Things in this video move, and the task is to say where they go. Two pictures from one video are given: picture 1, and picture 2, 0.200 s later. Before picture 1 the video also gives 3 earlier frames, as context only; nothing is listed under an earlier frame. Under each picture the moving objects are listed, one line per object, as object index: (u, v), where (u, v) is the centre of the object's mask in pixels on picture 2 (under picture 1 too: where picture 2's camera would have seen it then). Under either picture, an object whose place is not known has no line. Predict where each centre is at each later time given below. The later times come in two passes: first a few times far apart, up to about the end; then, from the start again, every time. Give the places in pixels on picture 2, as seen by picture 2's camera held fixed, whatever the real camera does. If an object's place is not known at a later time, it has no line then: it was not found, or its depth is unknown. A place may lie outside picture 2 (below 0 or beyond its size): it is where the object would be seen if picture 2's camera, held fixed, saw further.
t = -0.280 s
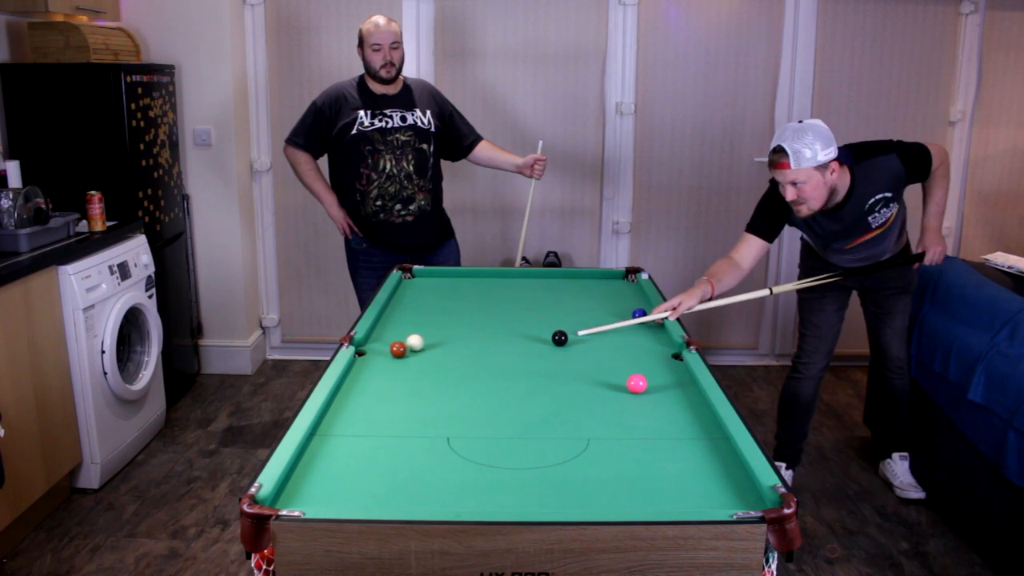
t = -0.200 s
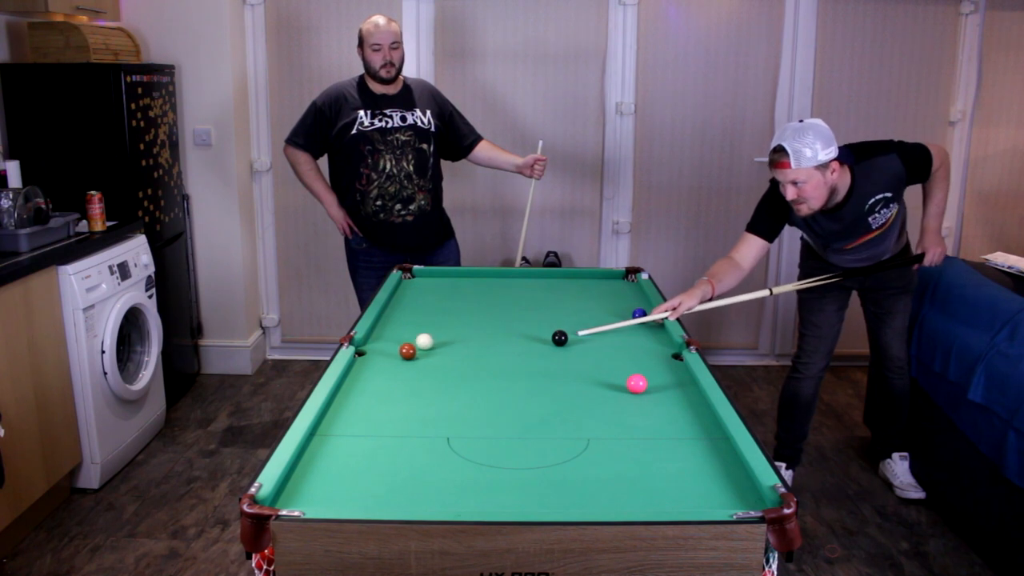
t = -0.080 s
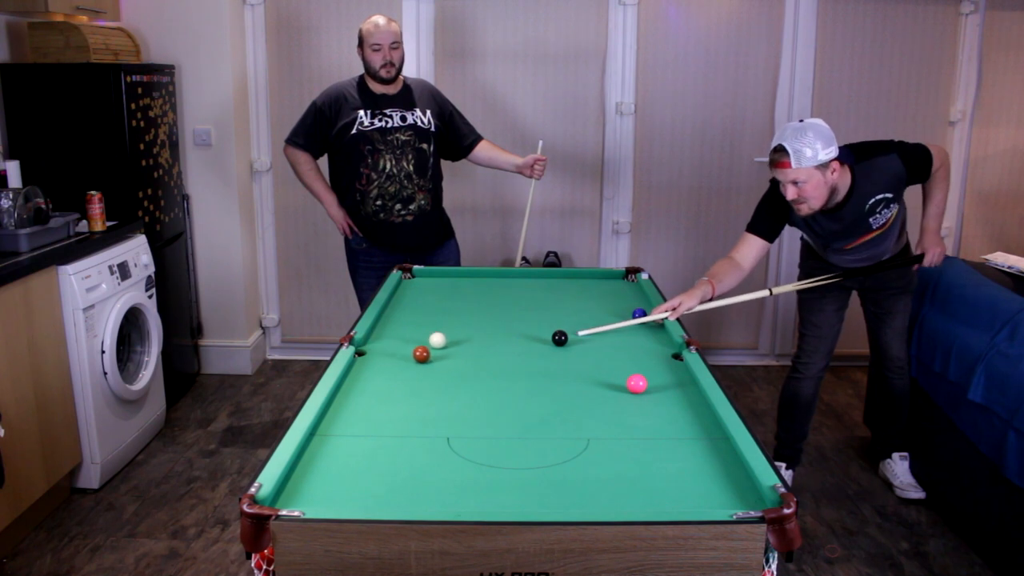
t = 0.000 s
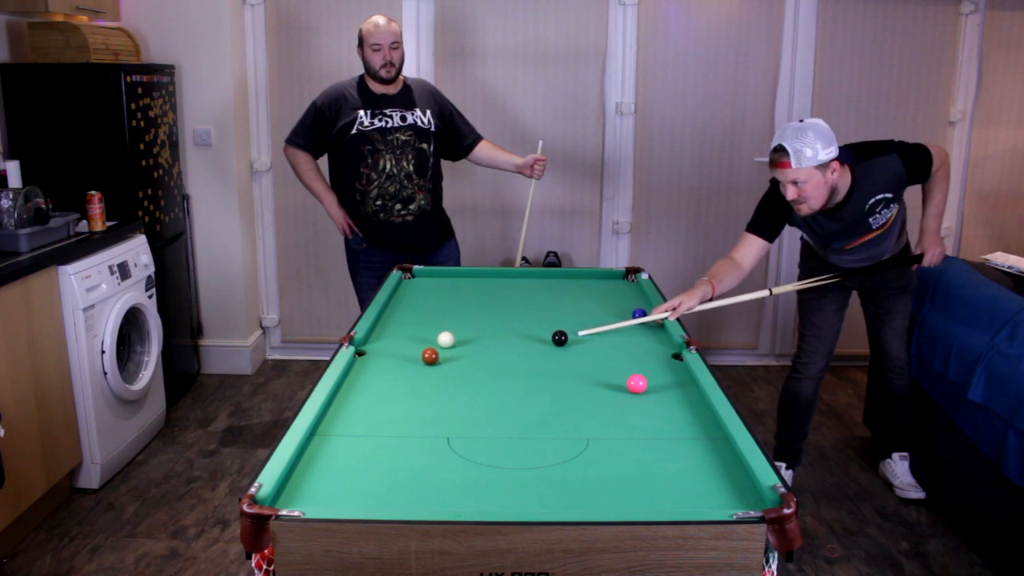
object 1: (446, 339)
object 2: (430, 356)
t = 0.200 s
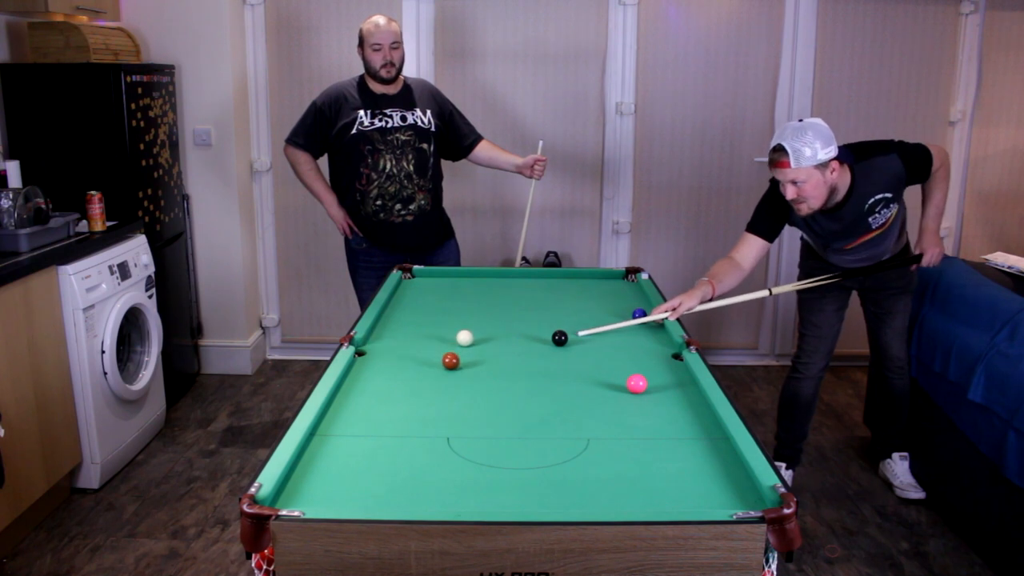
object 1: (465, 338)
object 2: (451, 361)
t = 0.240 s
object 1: (468, 337)
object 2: (455, 362)
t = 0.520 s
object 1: (489, 336)
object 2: (479, 368)
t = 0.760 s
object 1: (503, 335)
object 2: (498, 372)
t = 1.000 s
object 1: (513, 335)
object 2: (513, 376)
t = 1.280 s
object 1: (521, 335)
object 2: (527, 380)
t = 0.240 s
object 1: (468, 337)
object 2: (455, 362)
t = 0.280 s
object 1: (471, 337)
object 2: (458, 362)
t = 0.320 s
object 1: (475, 337)
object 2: (462, 363)
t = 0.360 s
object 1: (478, 337)
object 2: (466, 364)
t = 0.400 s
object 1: (481, 337)
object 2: (469, 365)
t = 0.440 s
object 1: (484, 336)
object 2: (473, 366)
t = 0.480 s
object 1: (487, 336)
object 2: (476, 367)
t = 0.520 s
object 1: (489, 336)
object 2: (479, 368)
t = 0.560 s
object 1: (492, 336)
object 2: (483, 368)
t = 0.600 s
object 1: (494, 336)
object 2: (486, 369)
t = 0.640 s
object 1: (496, 335)
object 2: (489, 370)
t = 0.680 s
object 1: (499, 335)
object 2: (492, 371)
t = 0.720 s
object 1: (501, 335)
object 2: (495, 371)
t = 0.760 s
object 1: (503, 335)
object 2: (498, 372)
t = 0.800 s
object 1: (505, 335)
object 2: (501, 373)
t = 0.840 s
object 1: (507, 335)
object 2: (504, 374)
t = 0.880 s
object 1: (509, 335)
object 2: (506, 374)
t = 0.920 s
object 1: (510, 335)
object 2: (508, 375)
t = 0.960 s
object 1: (512, 335)
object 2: (511, 375)
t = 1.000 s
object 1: (513, 335)
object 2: (513, 376)
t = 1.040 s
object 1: (515, 335)
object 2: (515, 377)
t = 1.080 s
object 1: (516, 334)
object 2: (517, 378)
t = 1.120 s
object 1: (517, 334)
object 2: (520, 378)
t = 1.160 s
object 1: (518, 335)
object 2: (522, 378)
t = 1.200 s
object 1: (519, 335)
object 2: (524, 379)
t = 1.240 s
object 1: (520, 334)
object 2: (525, 380)
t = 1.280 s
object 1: (521, 335)
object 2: (527, 380)
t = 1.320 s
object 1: (521, 334)
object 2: (529, 380)
